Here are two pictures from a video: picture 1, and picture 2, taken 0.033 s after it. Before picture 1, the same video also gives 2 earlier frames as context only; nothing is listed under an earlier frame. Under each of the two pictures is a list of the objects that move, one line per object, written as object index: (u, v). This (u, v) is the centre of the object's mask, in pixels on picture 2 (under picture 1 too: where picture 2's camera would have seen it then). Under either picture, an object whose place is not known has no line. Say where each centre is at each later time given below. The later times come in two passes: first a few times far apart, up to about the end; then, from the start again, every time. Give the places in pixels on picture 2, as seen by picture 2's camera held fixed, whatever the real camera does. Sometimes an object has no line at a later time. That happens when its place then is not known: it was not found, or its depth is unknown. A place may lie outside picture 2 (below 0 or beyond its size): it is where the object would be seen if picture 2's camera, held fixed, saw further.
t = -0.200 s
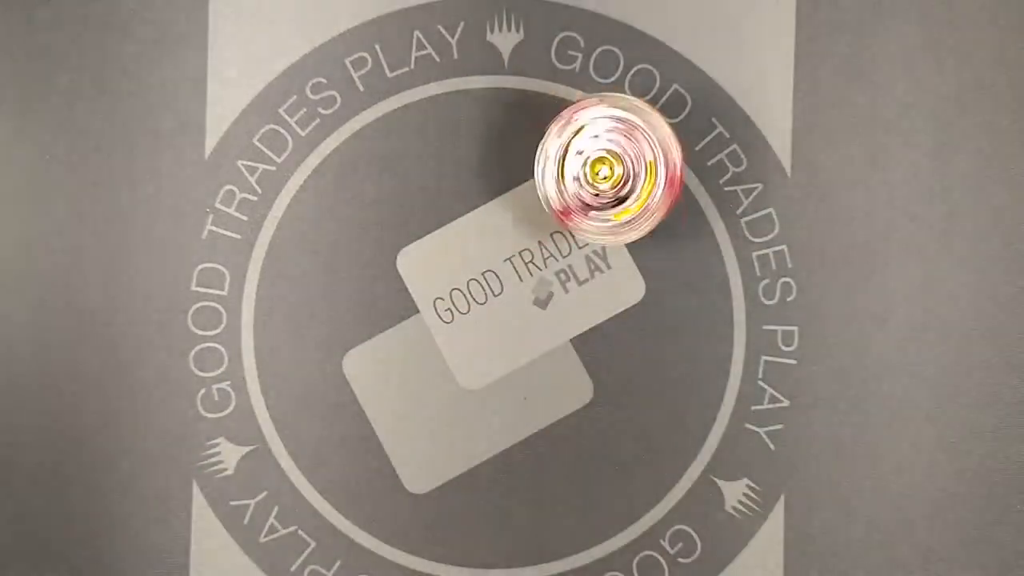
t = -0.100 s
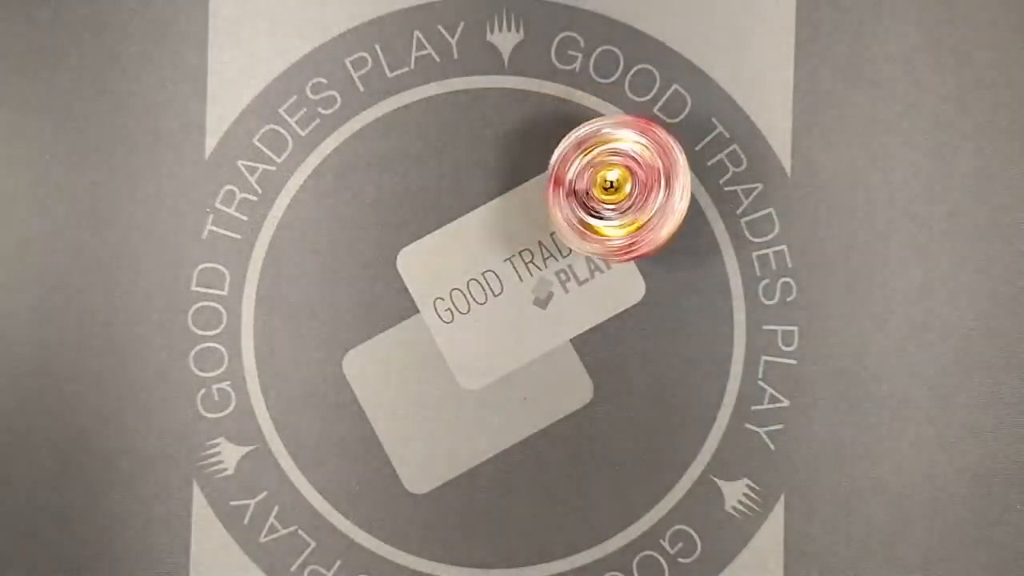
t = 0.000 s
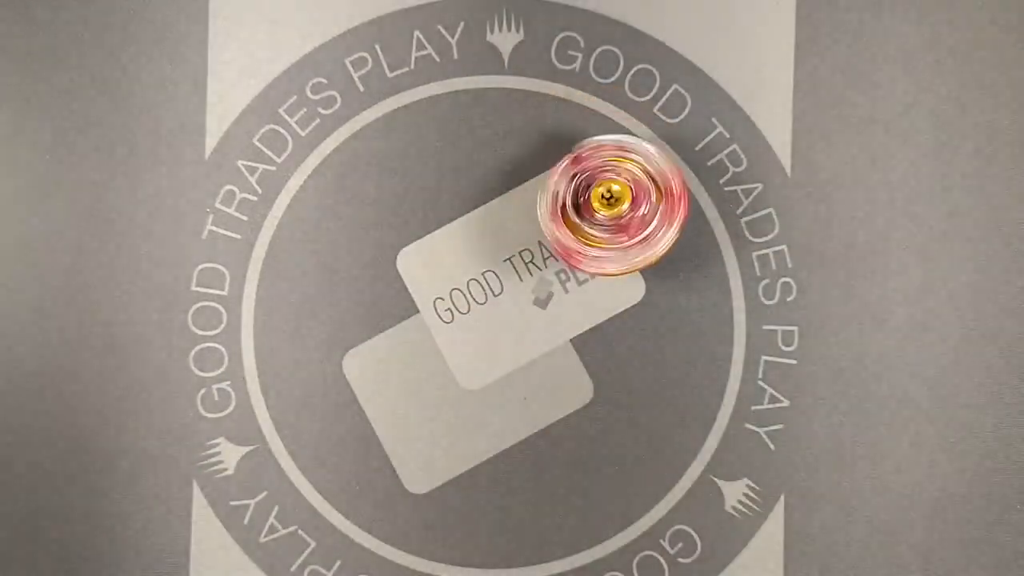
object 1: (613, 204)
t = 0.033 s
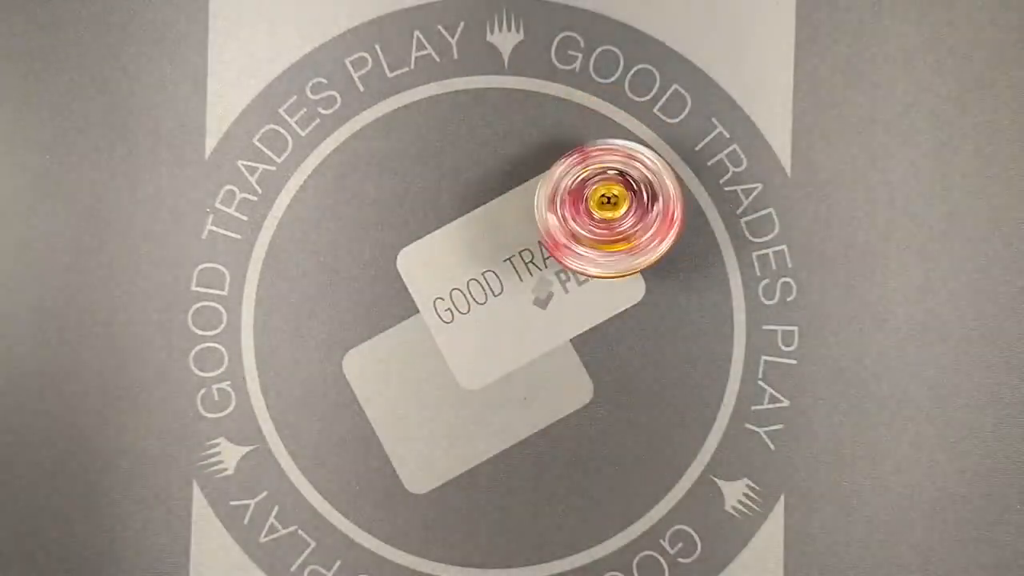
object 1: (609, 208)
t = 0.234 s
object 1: (584, 209)
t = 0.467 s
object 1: (573, 197)
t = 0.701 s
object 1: (582, 186)
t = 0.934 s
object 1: (571, 205)
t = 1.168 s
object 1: (579, 189)
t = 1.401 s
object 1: (557, 193)
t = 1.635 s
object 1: (568, 211)
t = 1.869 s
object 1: (568, 195)
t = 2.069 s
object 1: (550, 212)
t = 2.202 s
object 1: (563, 196)
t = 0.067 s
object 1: (605, 211)
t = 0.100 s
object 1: (600, 213)
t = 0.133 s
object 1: (595, 214)
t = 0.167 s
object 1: (591, 213)
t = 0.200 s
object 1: (587, 212)
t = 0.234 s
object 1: (584, 209)
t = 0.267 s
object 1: (581, 207)
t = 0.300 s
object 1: (579, 205)
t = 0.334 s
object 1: (578, 202)
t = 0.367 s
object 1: (577, 200)
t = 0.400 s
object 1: (575, 200)
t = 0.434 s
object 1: (575, 199)
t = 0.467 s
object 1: (573, 197)
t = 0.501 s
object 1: (572, 195)
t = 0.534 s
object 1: (572, 193)
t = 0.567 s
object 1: (573, 190)
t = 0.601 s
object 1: (574, 188)
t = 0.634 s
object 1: (576, 186)
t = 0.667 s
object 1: (579, 185)
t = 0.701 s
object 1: (582, 186)
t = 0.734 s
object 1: (585, 187)
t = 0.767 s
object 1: (586, 190)
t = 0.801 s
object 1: (586, 194)
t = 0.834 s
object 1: (585, 198)
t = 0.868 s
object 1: (582, 201)
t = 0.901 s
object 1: (578, 204)
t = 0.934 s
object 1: (571, 205)
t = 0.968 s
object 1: (565, 203)
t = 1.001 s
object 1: (562, 197)
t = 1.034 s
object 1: (562, 193)
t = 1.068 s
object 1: (565, 188)
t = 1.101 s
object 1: (569, 185)
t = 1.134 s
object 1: (575, 186)
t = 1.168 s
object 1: (579, 189)
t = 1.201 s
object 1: (581, 195)
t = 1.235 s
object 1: (580, 201)
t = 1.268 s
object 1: (575, 206)
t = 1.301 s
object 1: (569, 209)
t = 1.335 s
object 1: (562, 208)
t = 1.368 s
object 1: (553, 197)
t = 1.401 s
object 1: (557, 193)
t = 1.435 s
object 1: (561, 189)
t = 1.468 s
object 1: (567, 189)
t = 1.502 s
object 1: (573, 191)
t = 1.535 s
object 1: (577, 197)
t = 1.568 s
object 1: (576, 203)
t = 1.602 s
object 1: (573, 208)
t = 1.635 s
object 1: (568, 211)
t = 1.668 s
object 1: (560, 212)
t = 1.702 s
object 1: (552, 208)
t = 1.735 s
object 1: (552, 202)
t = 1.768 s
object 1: (552, 196)
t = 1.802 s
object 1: (556, 191)
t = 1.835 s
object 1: (562, 192)
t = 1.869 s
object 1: (568, 195)
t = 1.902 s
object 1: (570, 200)
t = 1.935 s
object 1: (571, 206)
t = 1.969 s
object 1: (569, 213)
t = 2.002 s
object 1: (564, 217)
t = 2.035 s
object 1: (557, 217)
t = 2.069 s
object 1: (550, 212)
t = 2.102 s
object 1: (552, 206)
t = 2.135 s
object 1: (553, 199)
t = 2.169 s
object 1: (557, 195)
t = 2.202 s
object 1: (563, 196)
